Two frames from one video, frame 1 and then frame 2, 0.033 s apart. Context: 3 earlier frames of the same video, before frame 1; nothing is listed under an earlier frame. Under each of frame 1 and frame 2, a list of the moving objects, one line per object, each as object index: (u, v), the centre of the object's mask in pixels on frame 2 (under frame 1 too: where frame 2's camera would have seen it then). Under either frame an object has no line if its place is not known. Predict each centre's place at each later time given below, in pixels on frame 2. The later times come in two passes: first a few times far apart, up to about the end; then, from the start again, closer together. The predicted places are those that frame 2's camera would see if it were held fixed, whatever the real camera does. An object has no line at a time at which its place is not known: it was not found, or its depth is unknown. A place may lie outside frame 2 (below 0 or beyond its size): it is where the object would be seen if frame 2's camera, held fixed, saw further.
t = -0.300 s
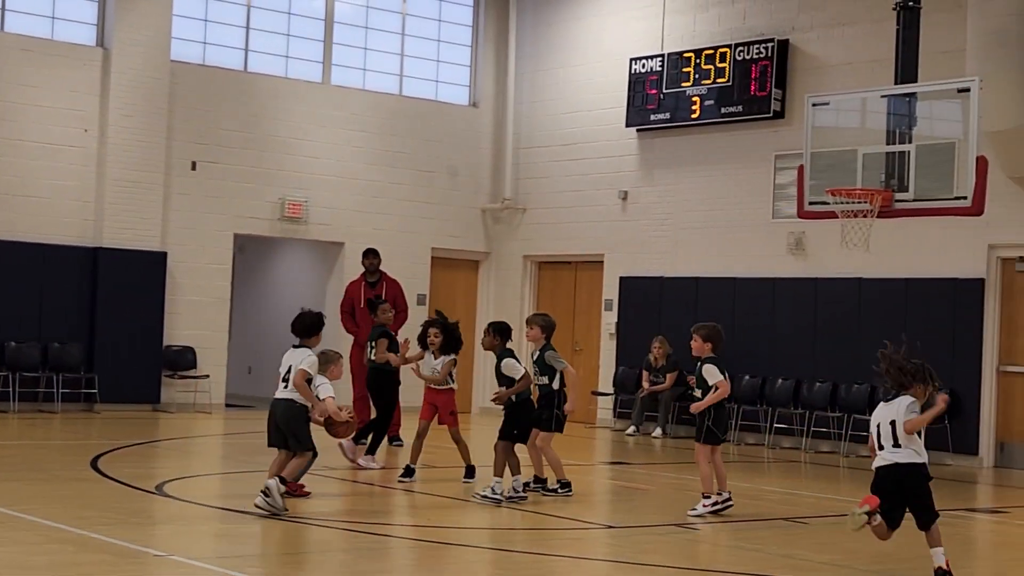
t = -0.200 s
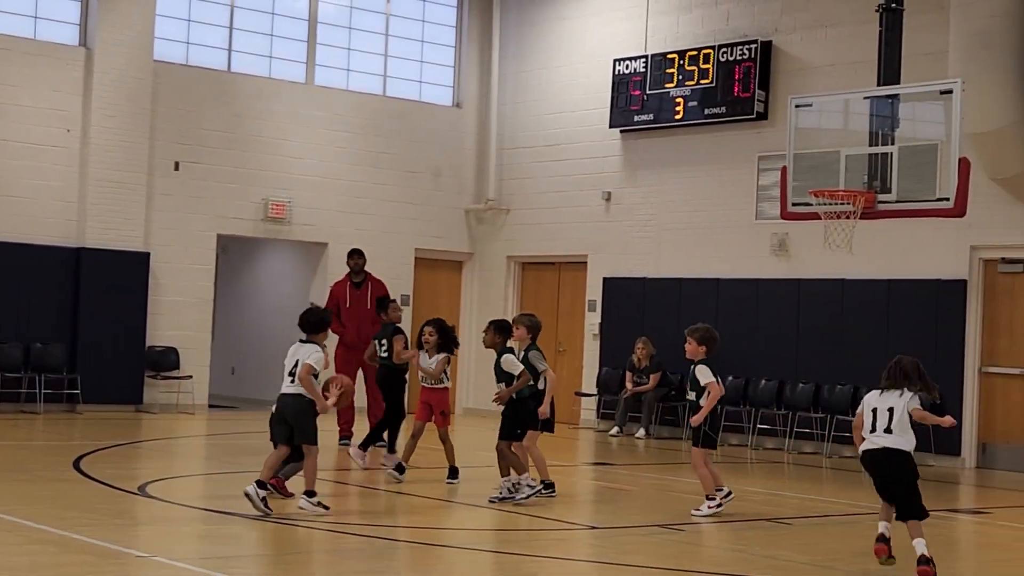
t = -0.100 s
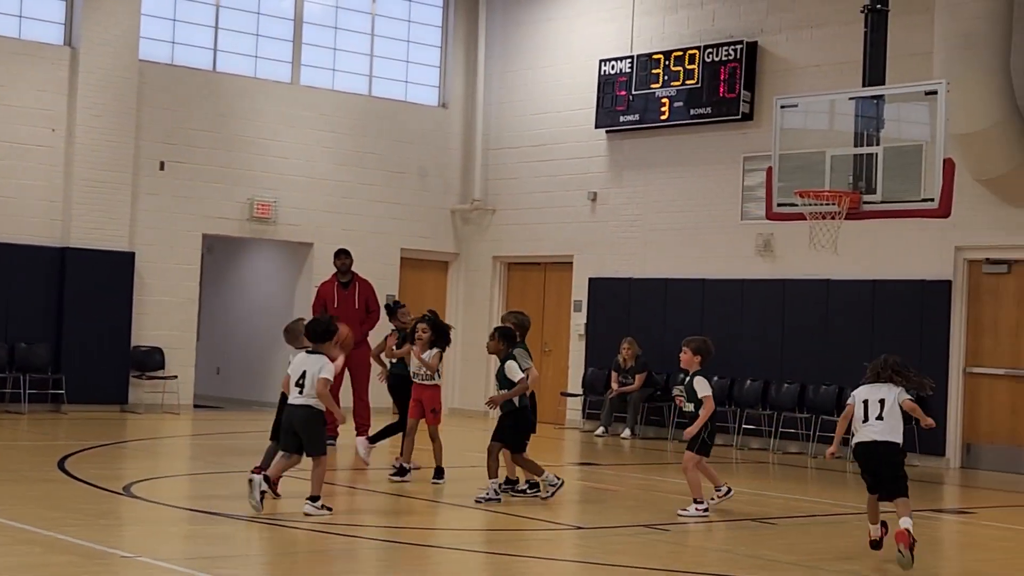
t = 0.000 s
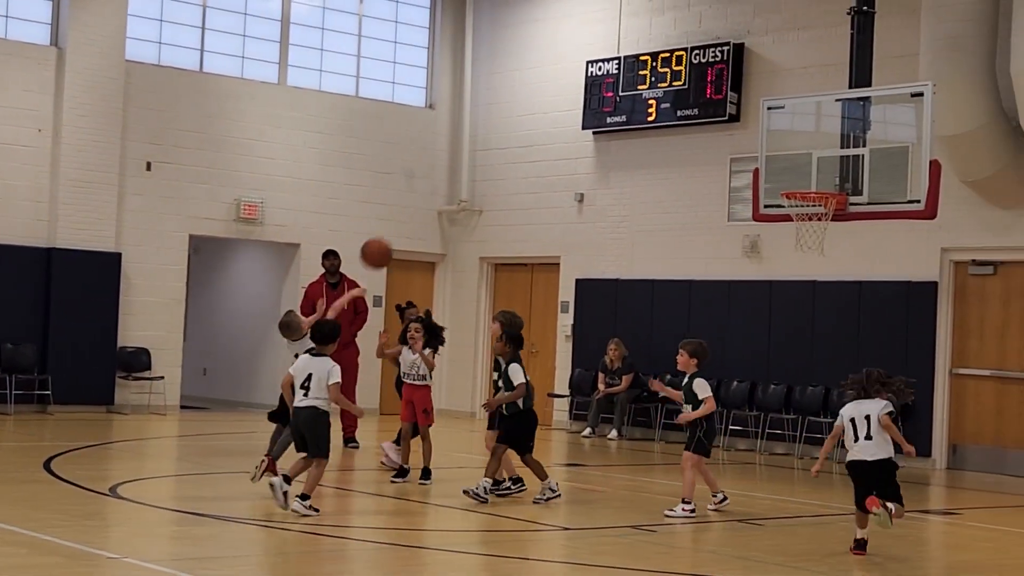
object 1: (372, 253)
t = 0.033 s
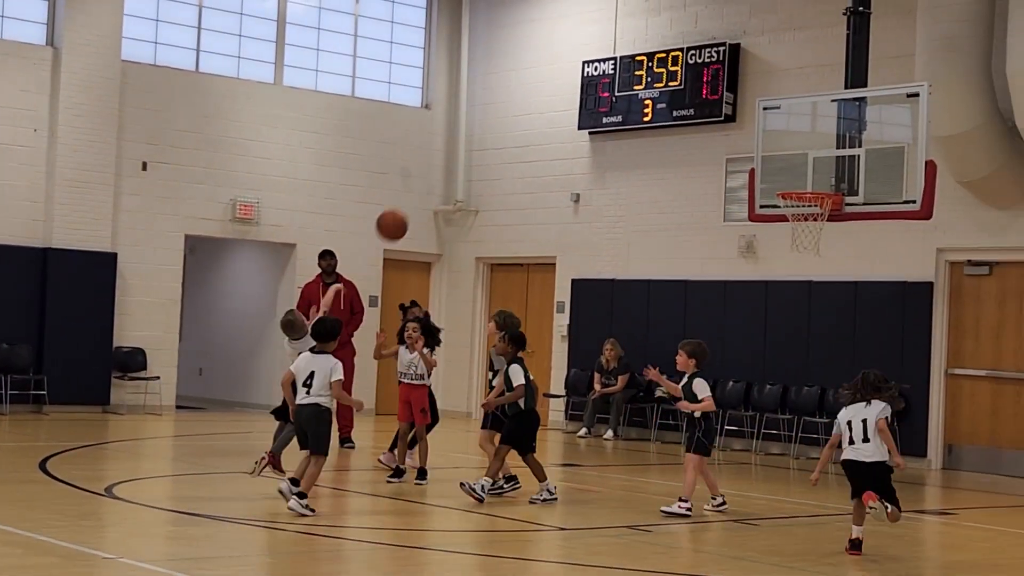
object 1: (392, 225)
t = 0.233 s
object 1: (501, 98)
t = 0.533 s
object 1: (640, 26)
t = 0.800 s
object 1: (747, 61)
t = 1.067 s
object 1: (838, 179)
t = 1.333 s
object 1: (918, 364)
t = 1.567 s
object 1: (974, 420)
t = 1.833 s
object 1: (1027, 304)
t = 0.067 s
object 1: (411, 199)
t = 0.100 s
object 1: (430, 175)
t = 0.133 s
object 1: (448, 153)
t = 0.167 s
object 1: (466, 133)
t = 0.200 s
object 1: (483, 114)
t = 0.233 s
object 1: (501, 98)
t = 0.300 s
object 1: (534, 70)
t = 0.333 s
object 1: (550, 59)
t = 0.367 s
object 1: (566, 49)
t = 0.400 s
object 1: (582, 41)
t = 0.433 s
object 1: (597, 35)
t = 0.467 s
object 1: (612, 31)
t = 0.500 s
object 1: (626, 28)
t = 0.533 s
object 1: (640, 26)
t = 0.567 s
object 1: (655, 26)
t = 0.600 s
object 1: (669, 27)
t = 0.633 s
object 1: (682, 29)
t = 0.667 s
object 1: (696, 33)
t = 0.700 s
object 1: (709, 38)
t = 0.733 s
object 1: (722, 45)
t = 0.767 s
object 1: (735, 53)
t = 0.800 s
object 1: (747, 61)
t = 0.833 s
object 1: (759, 72)
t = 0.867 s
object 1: (771, 84)
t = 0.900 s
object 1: (782, 96)
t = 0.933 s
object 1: (794, 110)
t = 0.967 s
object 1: (805, 125)
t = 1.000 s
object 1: (816, 141)
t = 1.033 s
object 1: (827, 159)
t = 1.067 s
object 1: (838, 179)
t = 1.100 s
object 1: (848, 197)
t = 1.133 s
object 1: (858, 218)
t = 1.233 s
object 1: (889, 287)
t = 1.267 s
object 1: (899, 311)
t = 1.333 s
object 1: (918, 364)
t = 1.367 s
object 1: (927, 391)
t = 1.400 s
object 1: (936, 420)
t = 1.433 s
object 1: (945, 451)
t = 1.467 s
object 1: (953, 481)
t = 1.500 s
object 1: (960, 461)
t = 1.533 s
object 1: (968, 440)
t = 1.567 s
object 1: (974, 420)
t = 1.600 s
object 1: (981, 400)
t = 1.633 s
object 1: (988, 382)
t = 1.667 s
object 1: (995, 366)
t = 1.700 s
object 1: (1001, 351)
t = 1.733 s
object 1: (1008, 337)
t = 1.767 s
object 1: (1015, 325)
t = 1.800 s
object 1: (1021, 314)
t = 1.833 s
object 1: (1027, 304)
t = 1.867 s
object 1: (1034, 295)
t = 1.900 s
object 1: (1040, 288)
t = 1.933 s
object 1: (1046, 282)
